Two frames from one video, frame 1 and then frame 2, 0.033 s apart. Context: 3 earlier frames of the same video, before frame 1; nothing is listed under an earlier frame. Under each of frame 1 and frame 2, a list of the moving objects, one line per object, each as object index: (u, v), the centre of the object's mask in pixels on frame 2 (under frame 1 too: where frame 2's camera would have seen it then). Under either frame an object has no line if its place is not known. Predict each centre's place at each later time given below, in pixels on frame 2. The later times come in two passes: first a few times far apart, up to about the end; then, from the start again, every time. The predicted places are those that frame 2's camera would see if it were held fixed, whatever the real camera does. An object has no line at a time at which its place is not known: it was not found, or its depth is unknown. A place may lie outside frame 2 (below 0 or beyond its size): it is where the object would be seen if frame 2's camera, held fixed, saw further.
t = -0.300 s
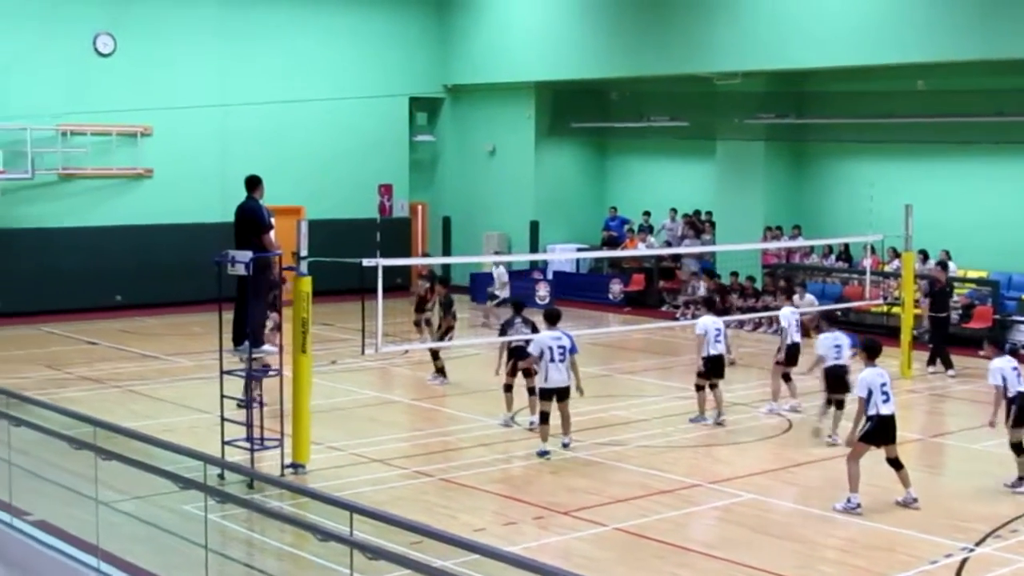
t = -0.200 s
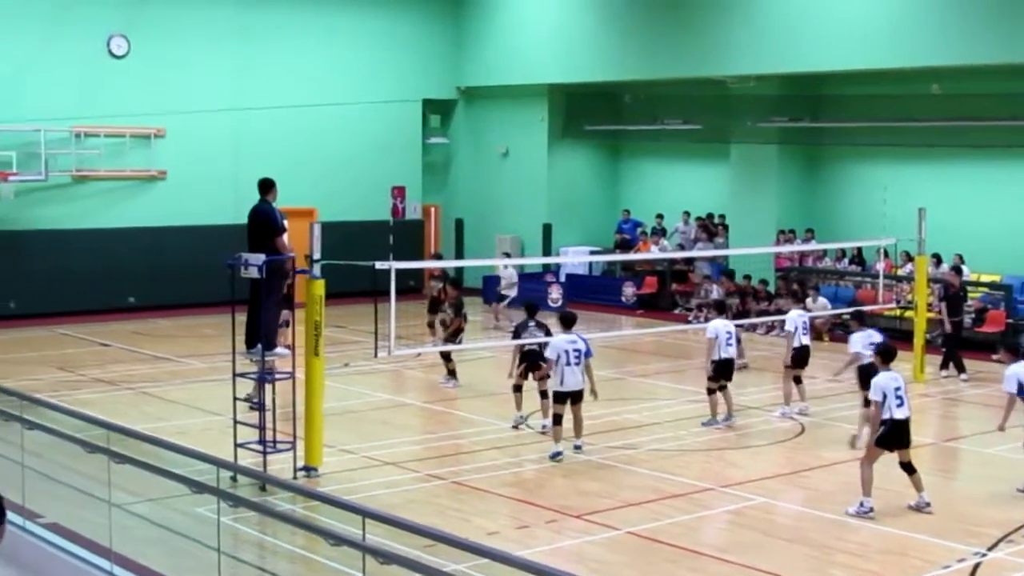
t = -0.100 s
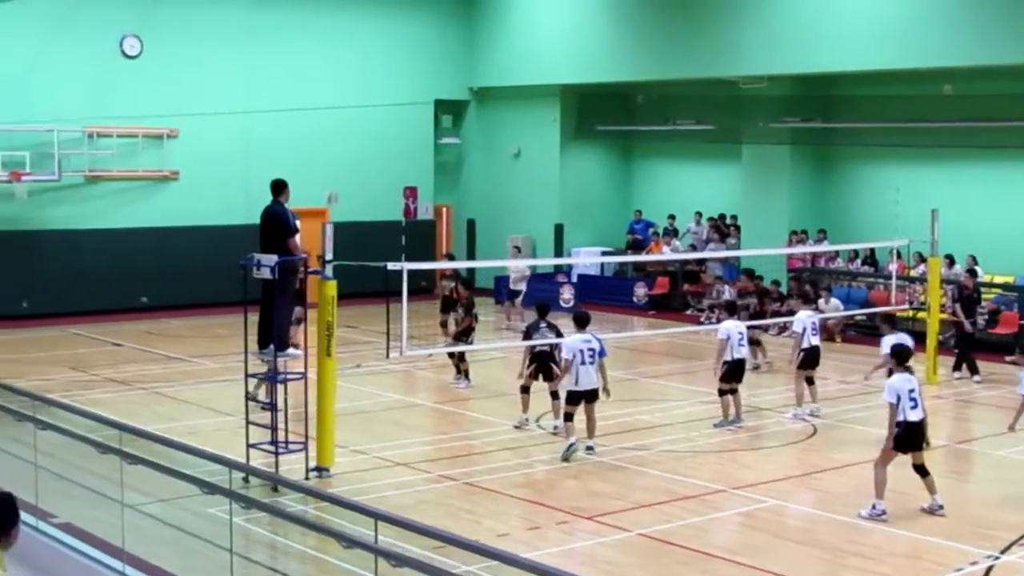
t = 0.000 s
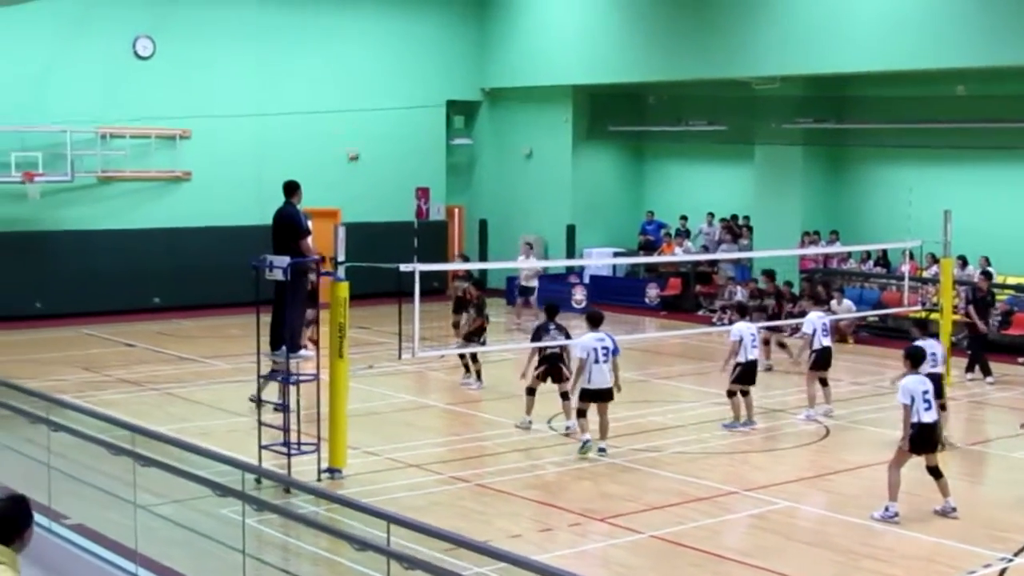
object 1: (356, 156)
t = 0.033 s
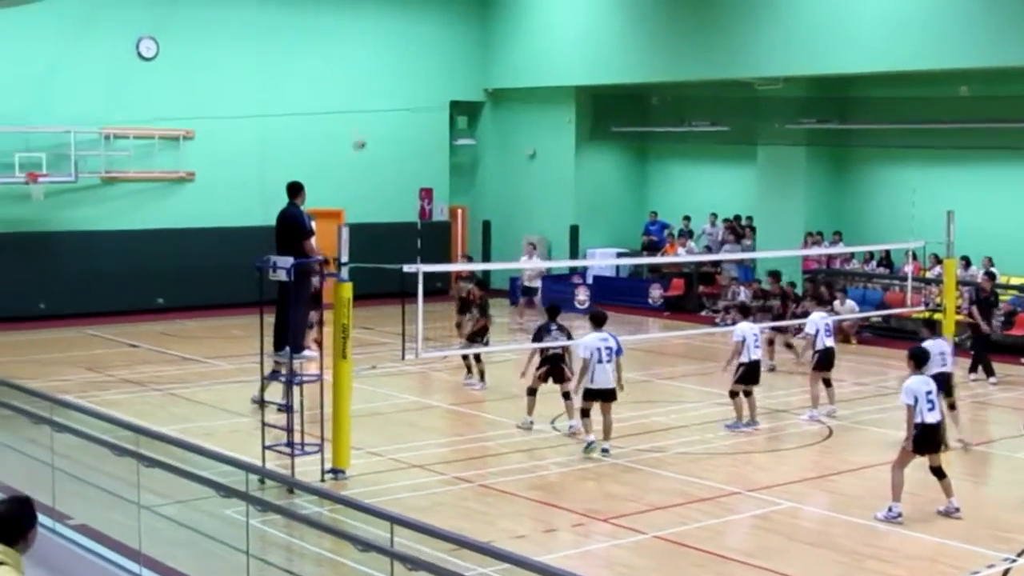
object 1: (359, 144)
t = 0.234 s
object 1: (379, 75)
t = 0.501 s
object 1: (409, 20)
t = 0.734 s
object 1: (435, 11)
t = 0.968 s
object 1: (463, 40)
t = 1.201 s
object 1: (488, 107)
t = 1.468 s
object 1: (516, 239)
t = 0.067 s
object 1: (362, 131)
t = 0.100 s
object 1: (366, 118)
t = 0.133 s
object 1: (367, 107)
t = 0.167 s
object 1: (372, 94)
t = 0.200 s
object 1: (375, 84)
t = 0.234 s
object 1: (379, 75)
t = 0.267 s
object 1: (382, 65)
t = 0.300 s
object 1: (386, 57)
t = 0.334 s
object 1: (389, 50)
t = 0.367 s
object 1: (393, 42)
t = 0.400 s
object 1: (397, 36)
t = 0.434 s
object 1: (401, 30)
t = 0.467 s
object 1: (404, 26)
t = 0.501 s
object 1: (409, 20)
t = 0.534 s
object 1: (412, 16)
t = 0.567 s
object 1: (416, 14)
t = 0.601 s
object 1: (420, 12)
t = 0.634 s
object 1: (424, 10)
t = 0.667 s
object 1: (427, 10)
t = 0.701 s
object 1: (431, 9)
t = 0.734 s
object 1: (435, 11)
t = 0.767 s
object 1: (439, 12)
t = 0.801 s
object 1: (444, 15)
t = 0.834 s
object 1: (448, 18)
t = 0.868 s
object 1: (451, 22)
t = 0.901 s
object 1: (455, 28)
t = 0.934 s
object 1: (459, 34)
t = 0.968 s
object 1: (463, 40)
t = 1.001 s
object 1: (467, 47)
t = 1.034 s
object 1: (470, 55)
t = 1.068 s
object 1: (473, 65)
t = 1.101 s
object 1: (477, 75)
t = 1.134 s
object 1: (481, 85)
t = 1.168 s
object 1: (485, 97)
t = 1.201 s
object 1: (488, 107)
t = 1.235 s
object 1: (492, 121)
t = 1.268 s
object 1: (495, 137)
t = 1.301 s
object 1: (500, 154)
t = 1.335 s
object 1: (502, 169)
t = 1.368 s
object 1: (507, 186)
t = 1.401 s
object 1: (510, 202)
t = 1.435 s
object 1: (513, 220)
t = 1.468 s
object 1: (516, 239)
